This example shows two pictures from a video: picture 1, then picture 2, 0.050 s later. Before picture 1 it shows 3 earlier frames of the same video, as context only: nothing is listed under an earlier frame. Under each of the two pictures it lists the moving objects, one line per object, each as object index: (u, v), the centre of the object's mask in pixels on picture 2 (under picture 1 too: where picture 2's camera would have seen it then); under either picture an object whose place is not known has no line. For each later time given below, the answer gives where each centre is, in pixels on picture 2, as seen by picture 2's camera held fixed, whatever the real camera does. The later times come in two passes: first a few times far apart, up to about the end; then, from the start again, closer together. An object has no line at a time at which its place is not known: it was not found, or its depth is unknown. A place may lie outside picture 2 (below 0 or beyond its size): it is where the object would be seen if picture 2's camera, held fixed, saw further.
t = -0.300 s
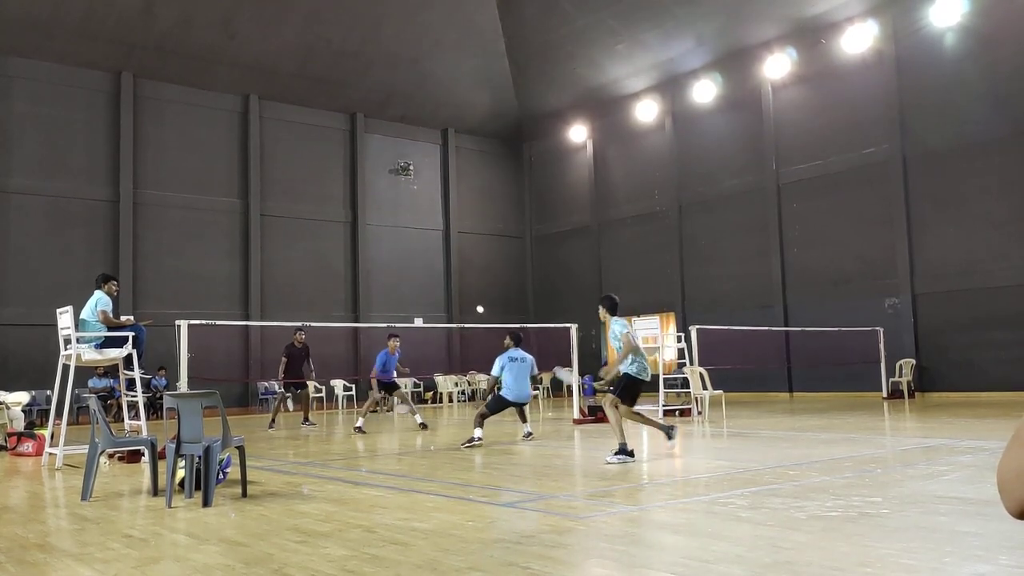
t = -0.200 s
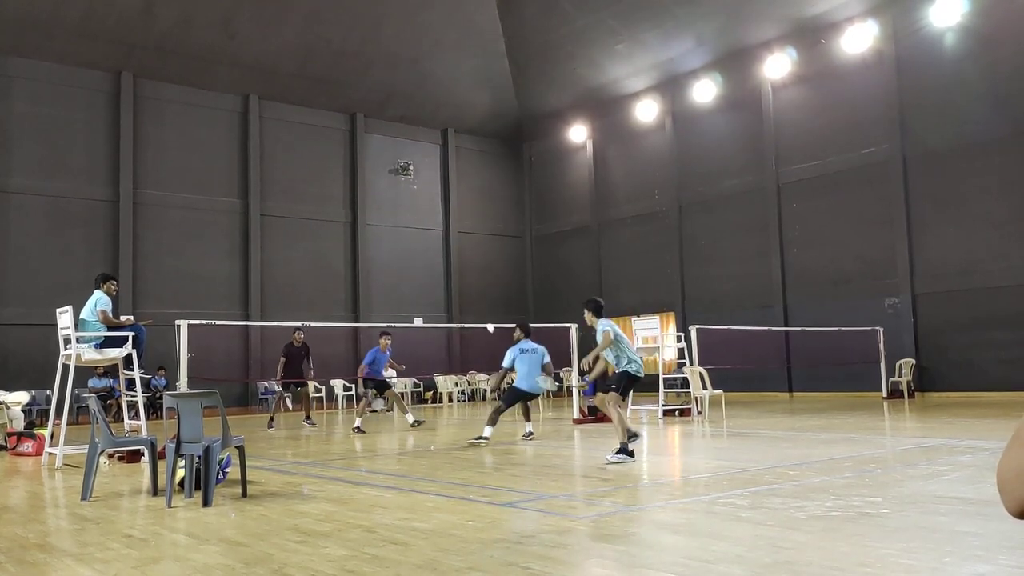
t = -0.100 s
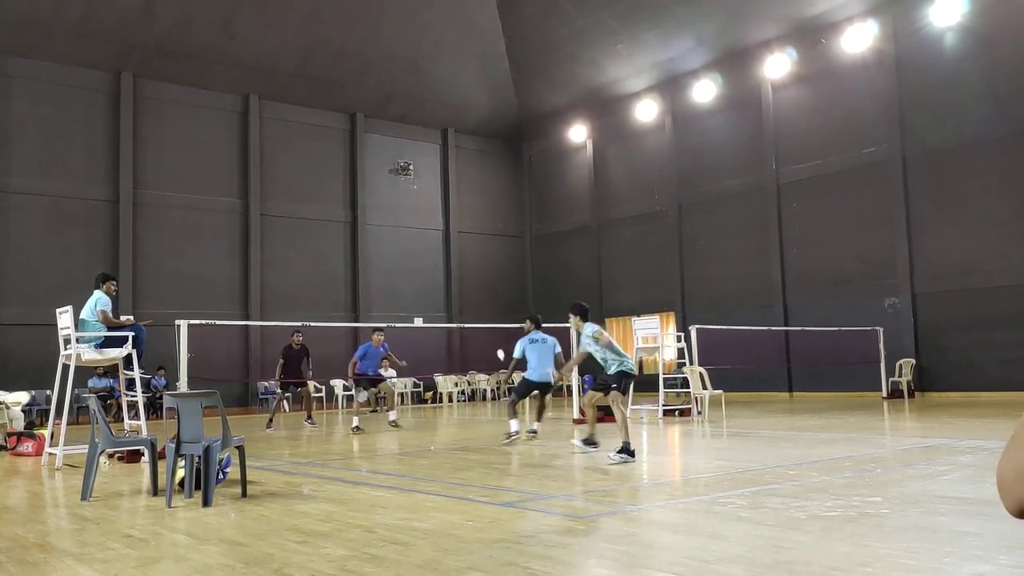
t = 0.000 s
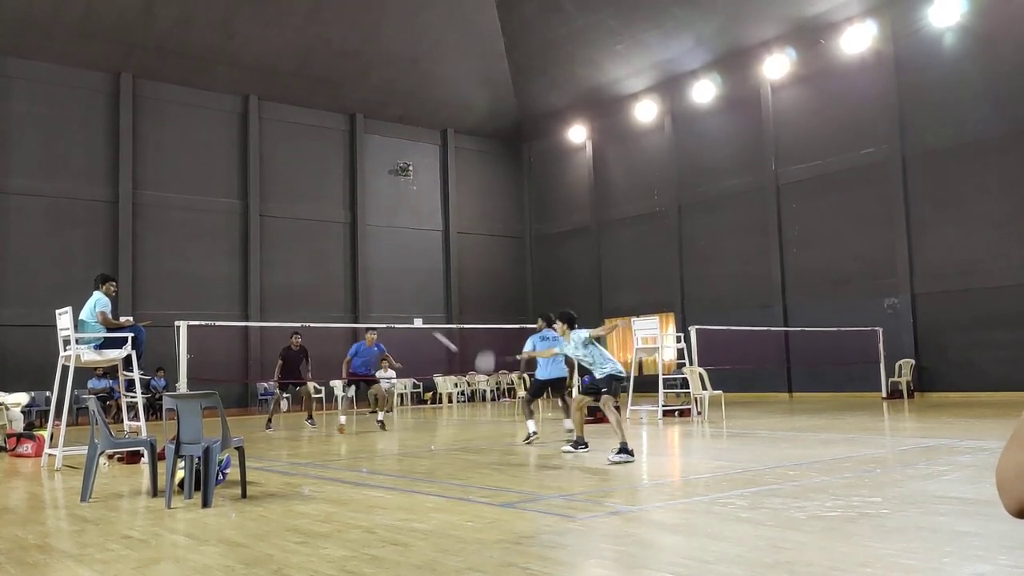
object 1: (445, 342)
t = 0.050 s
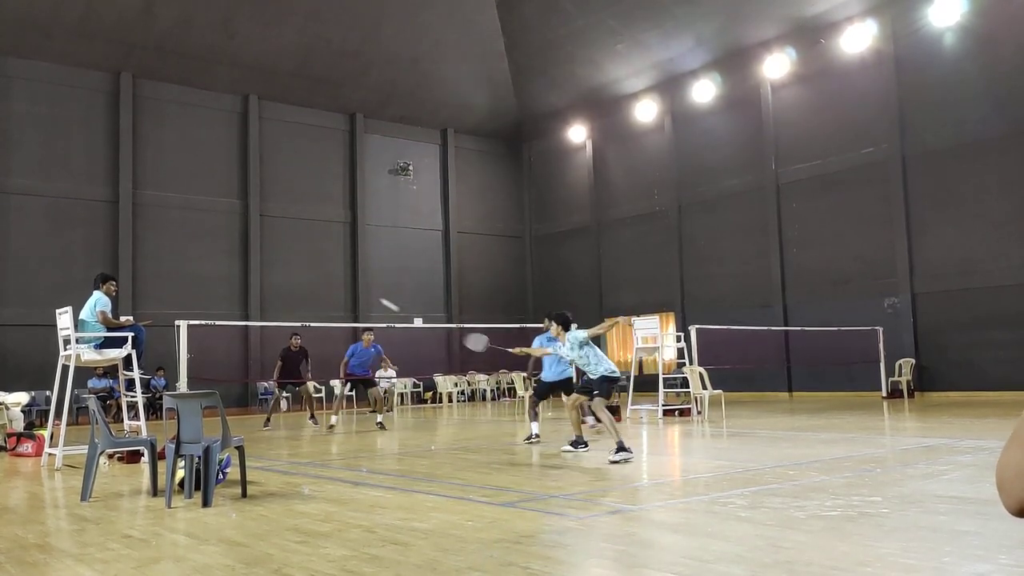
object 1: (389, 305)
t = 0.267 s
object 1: (271, 245)
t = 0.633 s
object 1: (192, 254)
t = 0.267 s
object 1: (271, 245)
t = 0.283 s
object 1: (265, 243)
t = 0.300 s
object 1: (260, 242)
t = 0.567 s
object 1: (202, 247)
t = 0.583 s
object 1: (199, 248)
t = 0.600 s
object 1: (197, 250)
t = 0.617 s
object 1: (194, 251)
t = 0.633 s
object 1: (192, 254)
